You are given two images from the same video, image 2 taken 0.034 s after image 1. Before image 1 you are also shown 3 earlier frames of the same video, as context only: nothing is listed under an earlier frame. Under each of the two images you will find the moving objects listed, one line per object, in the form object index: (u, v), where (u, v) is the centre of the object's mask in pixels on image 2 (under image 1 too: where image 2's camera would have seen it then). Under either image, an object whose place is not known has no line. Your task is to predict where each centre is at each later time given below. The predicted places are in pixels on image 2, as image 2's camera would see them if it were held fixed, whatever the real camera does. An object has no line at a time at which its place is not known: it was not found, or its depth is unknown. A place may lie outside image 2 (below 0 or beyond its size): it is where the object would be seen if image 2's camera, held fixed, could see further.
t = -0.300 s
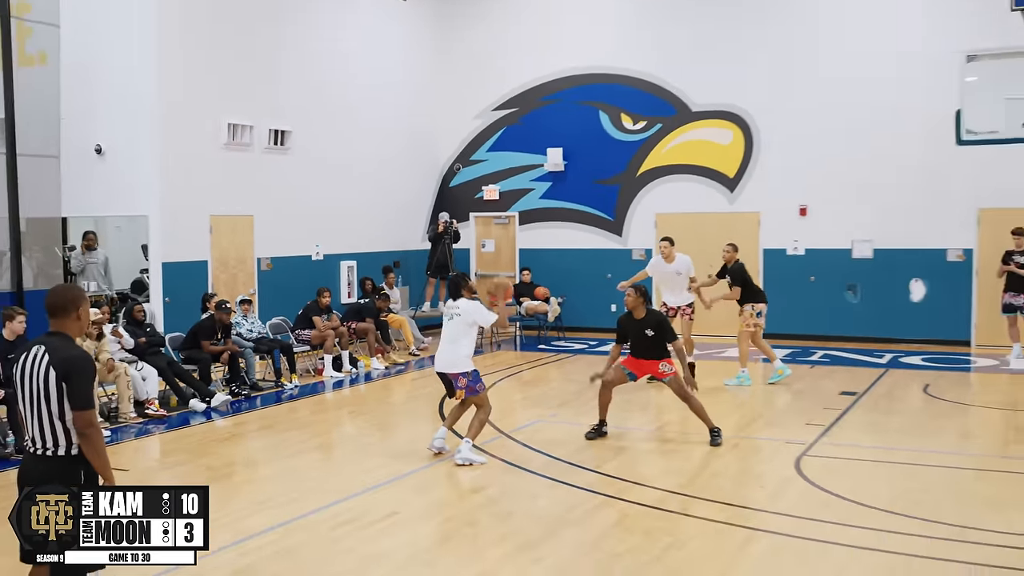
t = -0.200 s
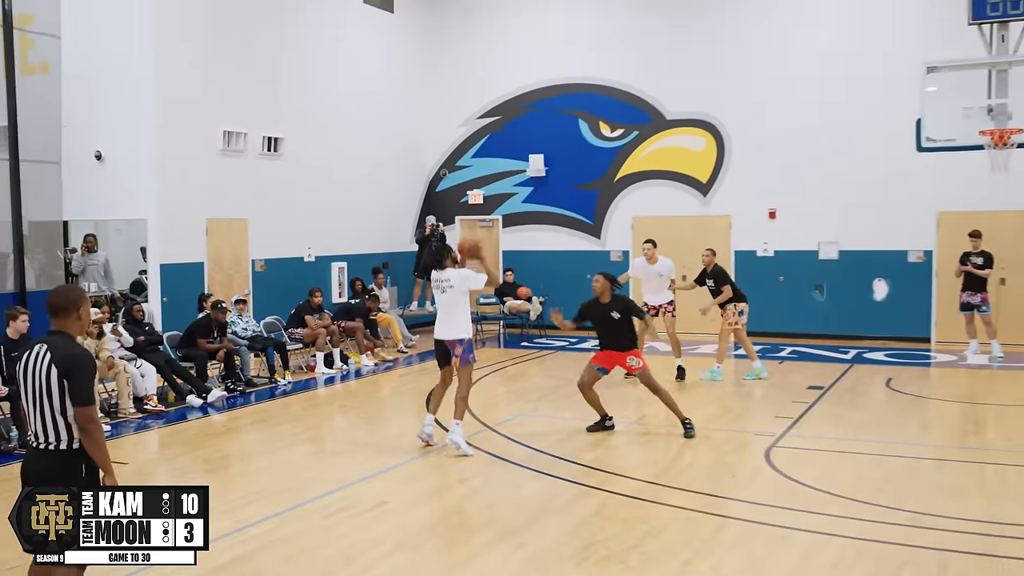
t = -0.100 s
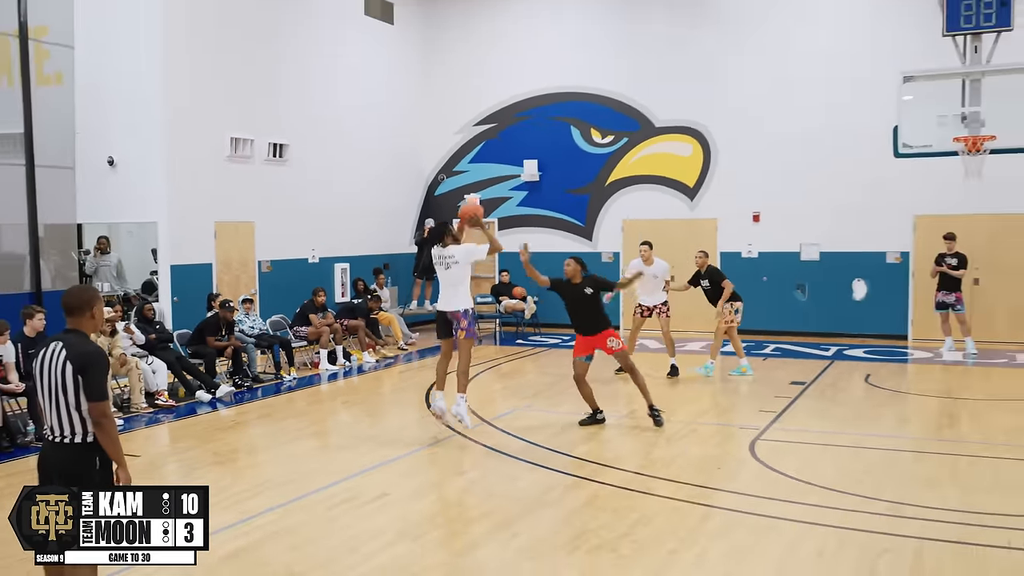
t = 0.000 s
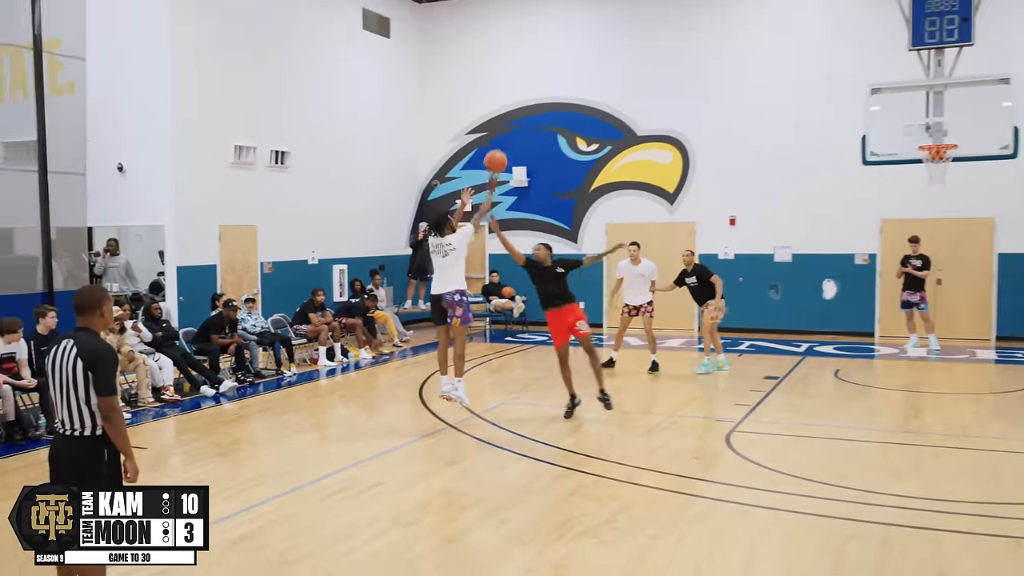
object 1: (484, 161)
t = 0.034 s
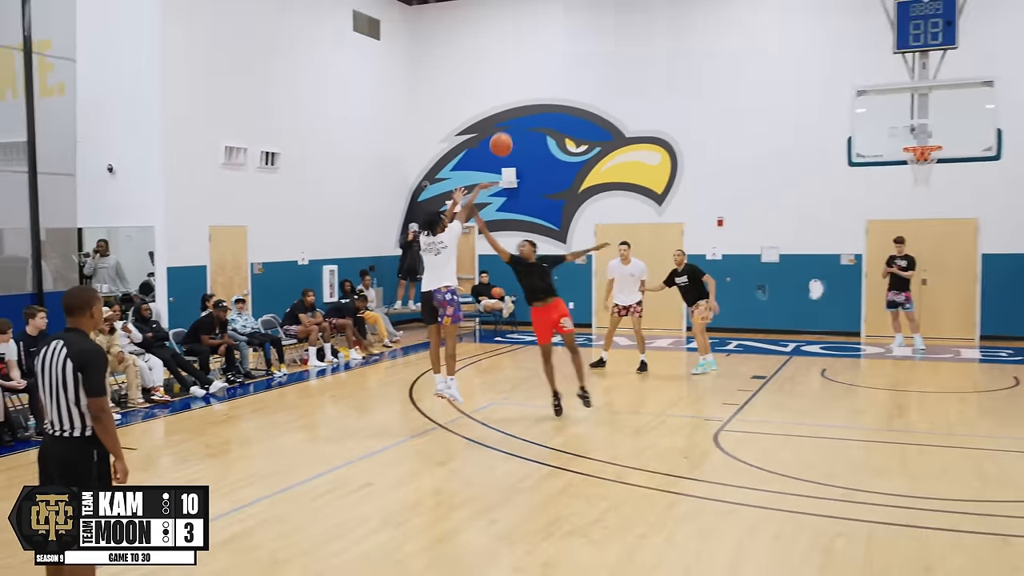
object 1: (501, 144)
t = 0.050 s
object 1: (509, 135)
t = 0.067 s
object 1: (517, 127)
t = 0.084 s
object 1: (526, 119)
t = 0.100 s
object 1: (533, 112)
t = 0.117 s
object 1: (541, 105)
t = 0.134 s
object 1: (549, 97)
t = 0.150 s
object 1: (557, 90)
